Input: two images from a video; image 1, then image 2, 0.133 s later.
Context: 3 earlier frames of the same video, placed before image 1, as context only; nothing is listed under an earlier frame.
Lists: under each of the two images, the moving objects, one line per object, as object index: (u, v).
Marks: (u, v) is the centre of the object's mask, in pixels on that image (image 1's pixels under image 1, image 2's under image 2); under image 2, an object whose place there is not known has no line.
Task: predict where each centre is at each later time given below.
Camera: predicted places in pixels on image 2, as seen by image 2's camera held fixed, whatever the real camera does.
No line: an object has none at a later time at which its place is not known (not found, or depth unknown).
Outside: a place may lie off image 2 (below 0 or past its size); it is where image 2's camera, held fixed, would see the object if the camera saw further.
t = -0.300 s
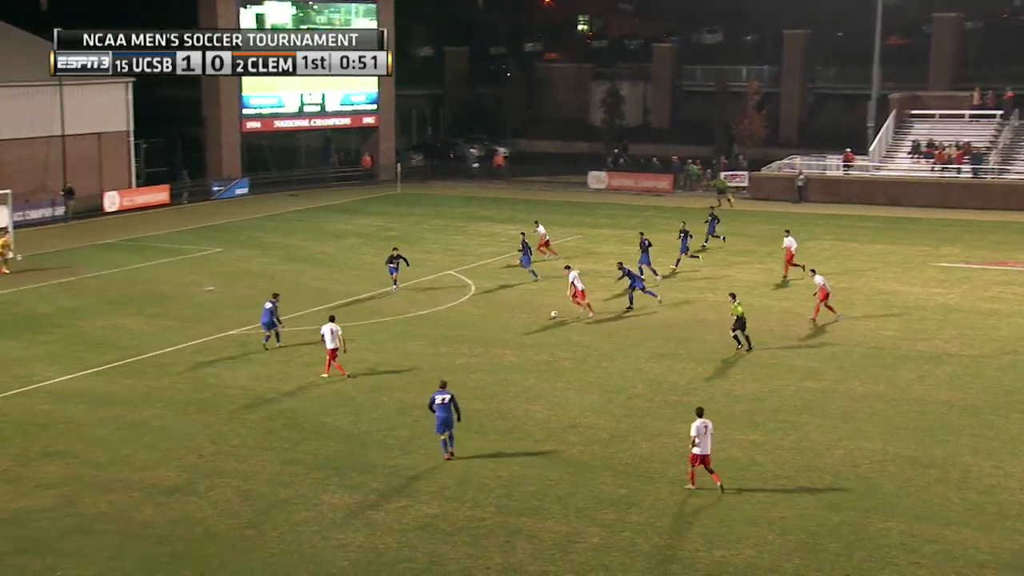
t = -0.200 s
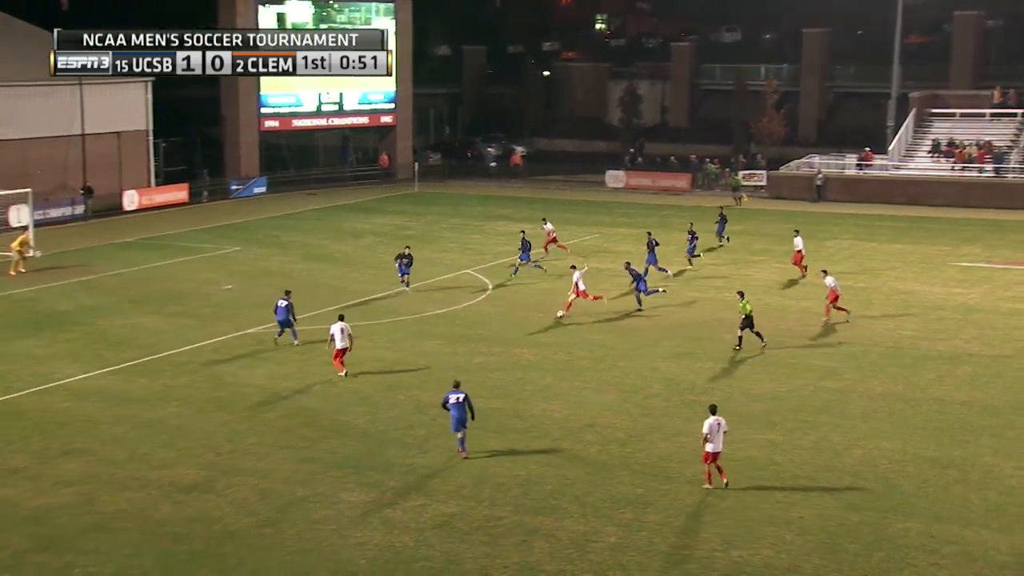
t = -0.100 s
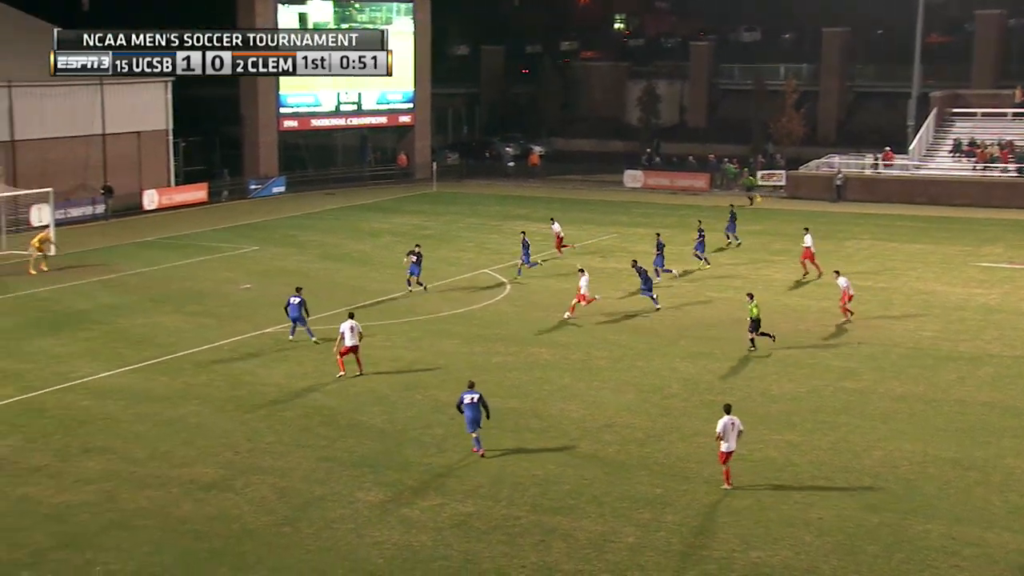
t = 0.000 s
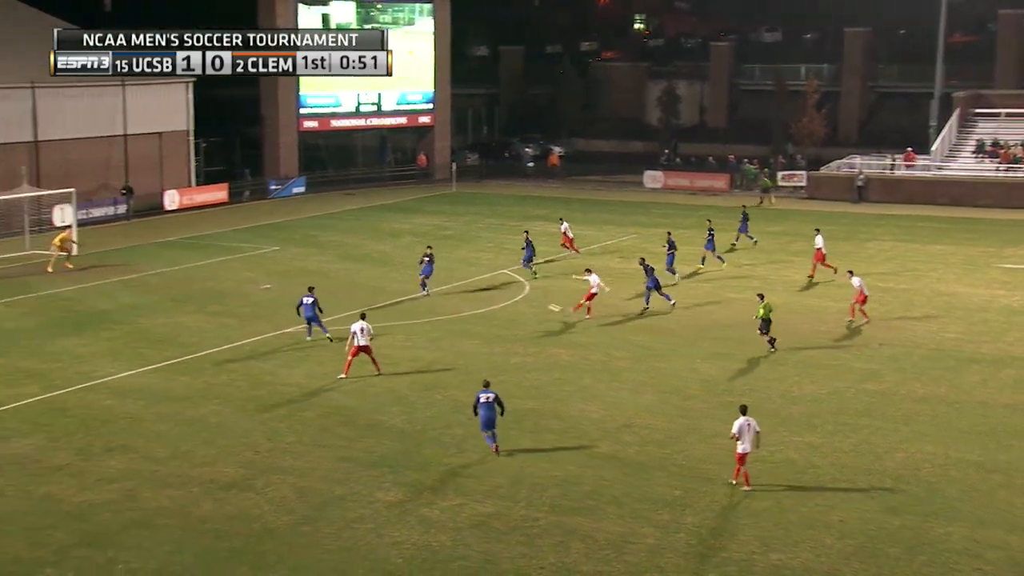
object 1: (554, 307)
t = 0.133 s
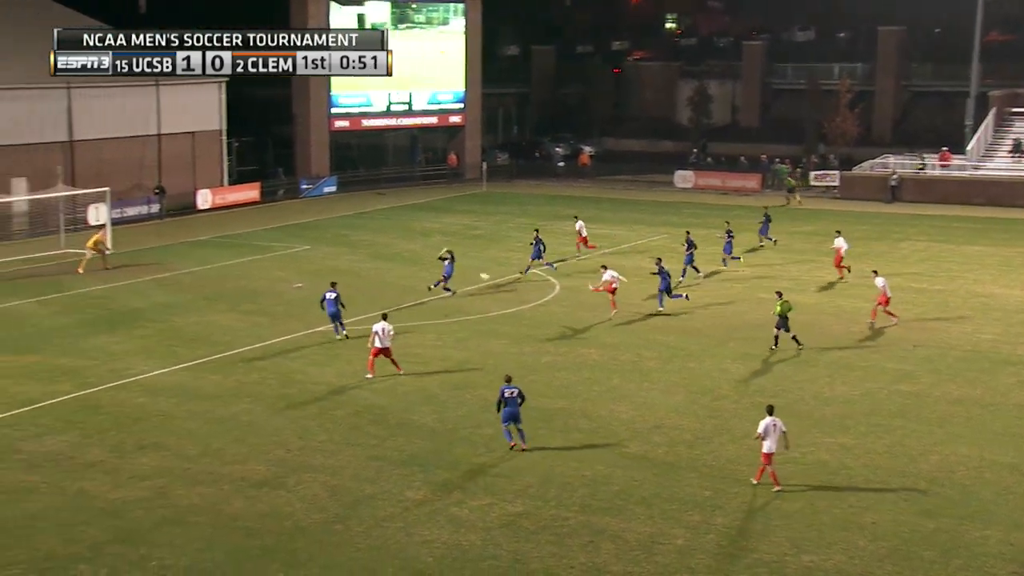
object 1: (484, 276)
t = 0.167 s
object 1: (461, 269)
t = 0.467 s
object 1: (294, 225)
